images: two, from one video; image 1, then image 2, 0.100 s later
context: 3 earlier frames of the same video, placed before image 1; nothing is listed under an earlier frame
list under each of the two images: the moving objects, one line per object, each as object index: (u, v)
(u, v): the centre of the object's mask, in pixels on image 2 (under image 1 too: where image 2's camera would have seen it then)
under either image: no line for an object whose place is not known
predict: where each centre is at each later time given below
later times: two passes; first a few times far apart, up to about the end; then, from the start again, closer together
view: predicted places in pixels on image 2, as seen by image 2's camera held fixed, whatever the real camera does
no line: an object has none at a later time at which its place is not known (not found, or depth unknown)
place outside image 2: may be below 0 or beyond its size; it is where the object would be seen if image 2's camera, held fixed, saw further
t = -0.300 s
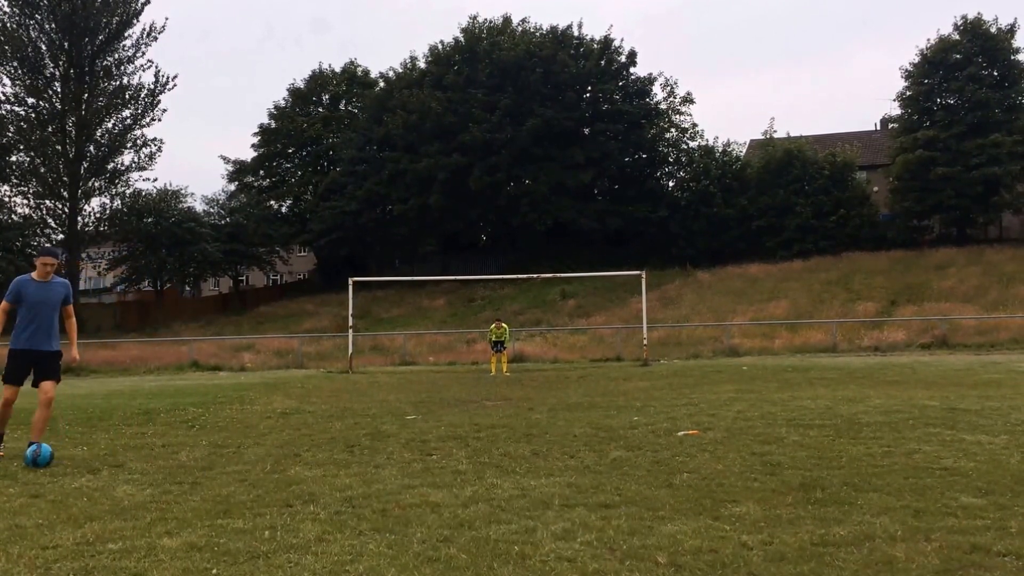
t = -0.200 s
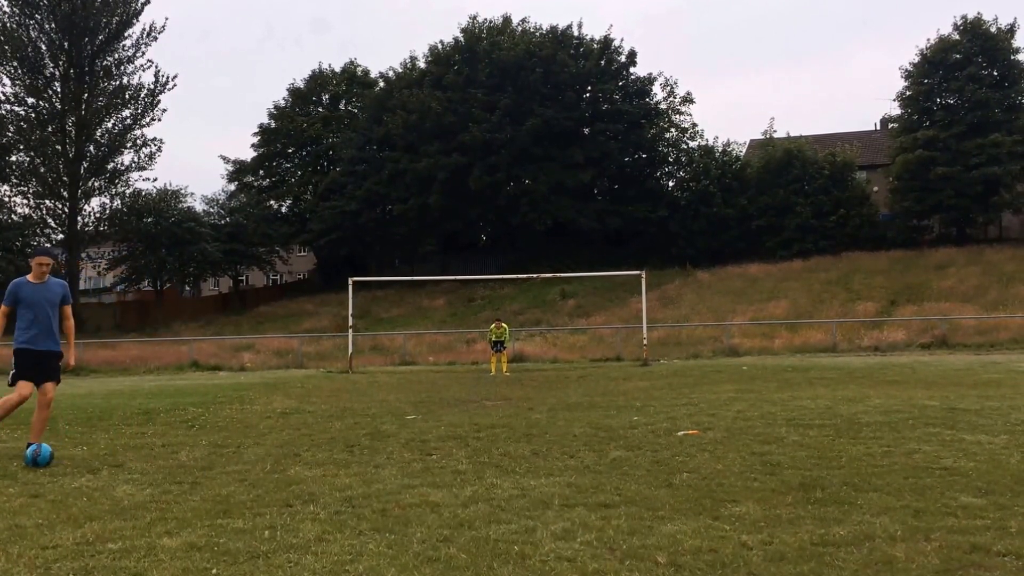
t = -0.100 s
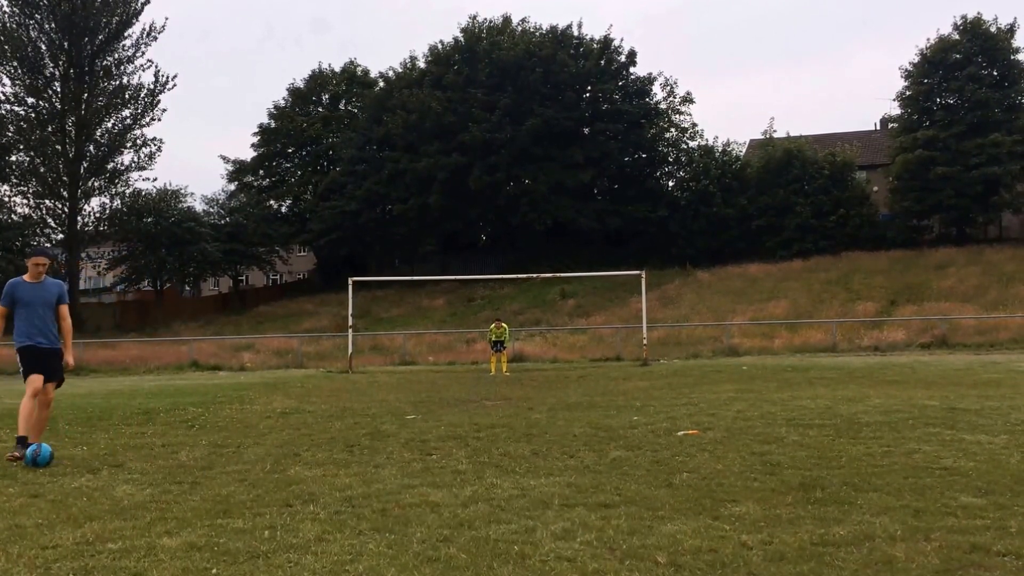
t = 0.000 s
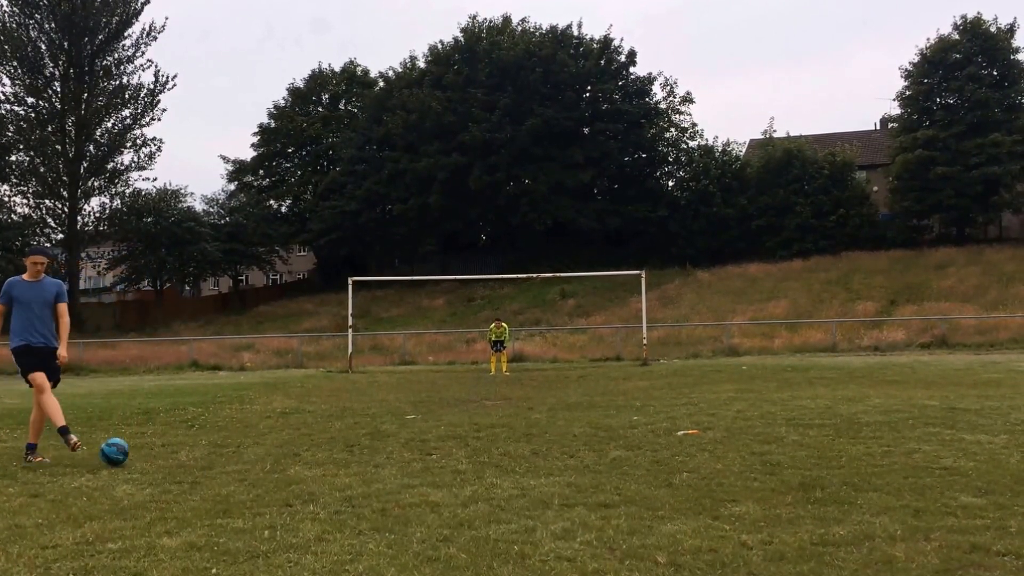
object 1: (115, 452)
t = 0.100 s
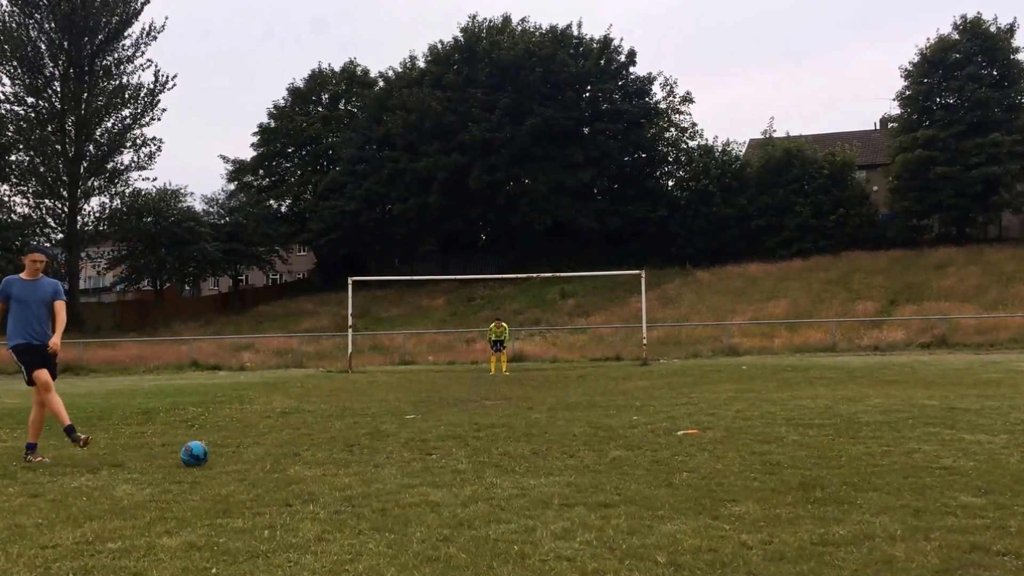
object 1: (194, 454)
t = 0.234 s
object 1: (275, 445)
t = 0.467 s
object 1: (408, 446)
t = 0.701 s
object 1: (538, 445)
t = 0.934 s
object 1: (661, 442)
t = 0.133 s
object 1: (215, 450)
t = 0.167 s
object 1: (234, 447)
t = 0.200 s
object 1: (254, 445)
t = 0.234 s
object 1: (275, 445)
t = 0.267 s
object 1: (294, 445)
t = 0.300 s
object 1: (314, 447)
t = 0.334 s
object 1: (332, 449)
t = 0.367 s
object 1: (352, 448)
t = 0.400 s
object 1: (372, 446)
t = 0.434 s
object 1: (389, 446)
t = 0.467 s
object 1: (408, 446)
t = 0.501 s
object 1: (427, 447)
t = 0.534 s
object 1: (446, 446)
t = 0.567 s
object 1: (463, 444)
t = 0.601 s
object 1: (482, 442)
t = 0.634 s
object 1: (501, 442)
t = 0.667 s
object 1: (519, 443)
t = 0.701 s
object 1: (538, 445)
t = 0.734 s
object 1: (555, 444)
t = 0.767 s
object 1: (573, 443)
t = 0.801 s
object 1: (590, 442)
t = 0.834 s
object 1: (608, 442)
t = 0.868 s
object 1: (626, 442)
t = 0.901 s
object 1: (643, 442)
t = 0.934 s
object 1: (661, 442)
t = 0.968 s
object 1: (678, 442)
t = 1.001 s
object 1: (696, 441)
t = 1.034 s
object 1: (712, 440)
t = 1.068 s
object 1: (729, 440)
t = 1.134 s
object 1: (762, 440)
